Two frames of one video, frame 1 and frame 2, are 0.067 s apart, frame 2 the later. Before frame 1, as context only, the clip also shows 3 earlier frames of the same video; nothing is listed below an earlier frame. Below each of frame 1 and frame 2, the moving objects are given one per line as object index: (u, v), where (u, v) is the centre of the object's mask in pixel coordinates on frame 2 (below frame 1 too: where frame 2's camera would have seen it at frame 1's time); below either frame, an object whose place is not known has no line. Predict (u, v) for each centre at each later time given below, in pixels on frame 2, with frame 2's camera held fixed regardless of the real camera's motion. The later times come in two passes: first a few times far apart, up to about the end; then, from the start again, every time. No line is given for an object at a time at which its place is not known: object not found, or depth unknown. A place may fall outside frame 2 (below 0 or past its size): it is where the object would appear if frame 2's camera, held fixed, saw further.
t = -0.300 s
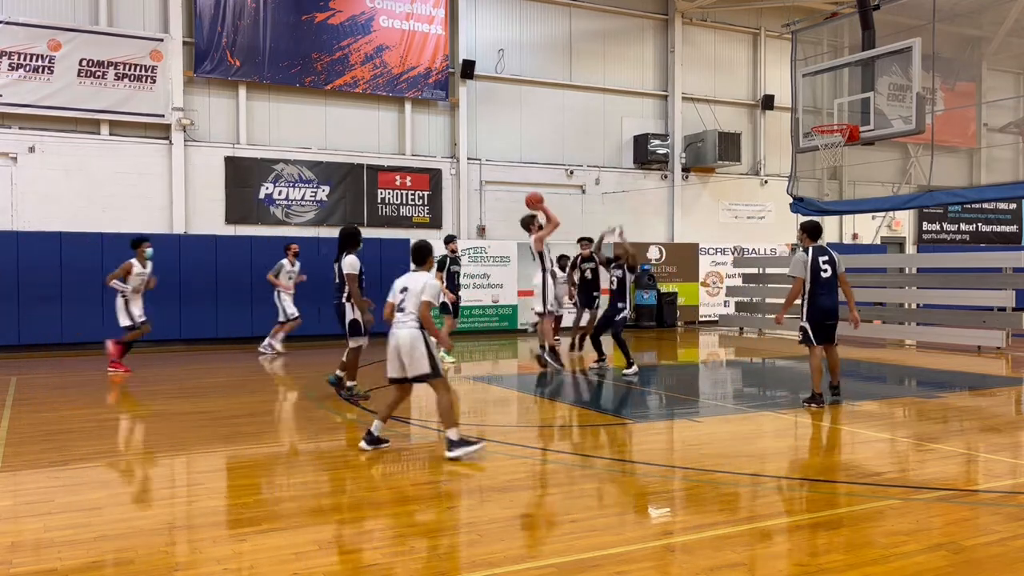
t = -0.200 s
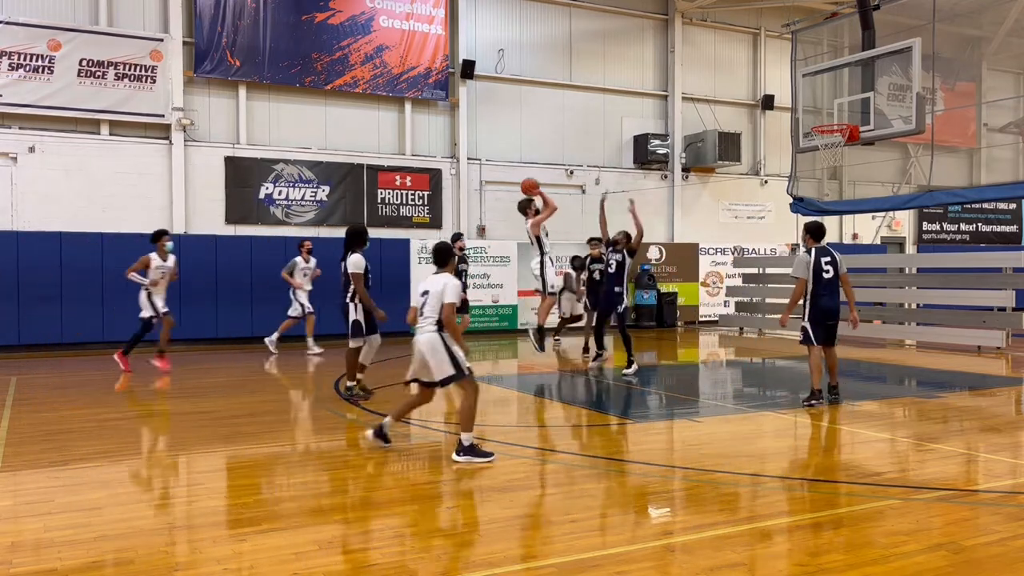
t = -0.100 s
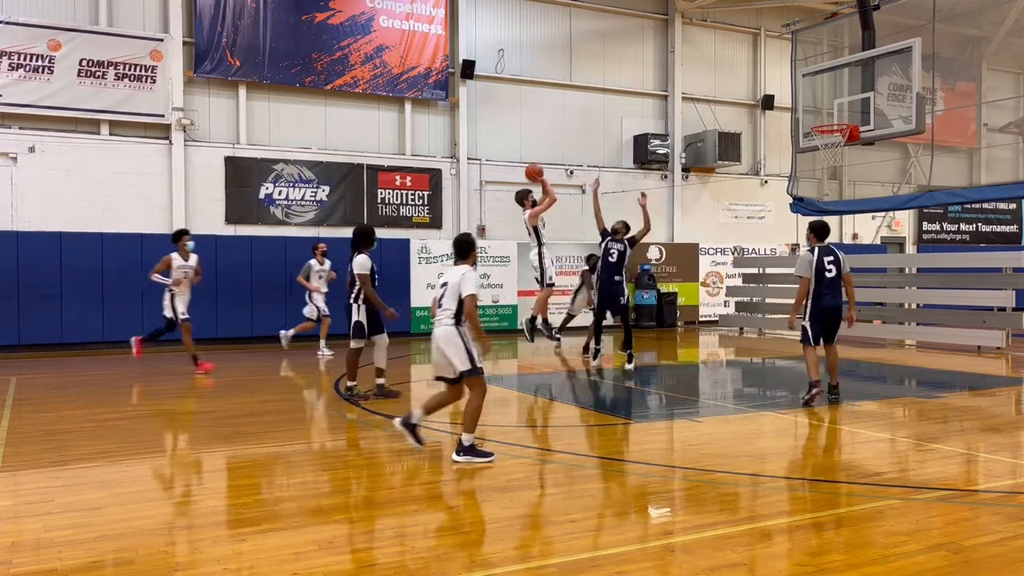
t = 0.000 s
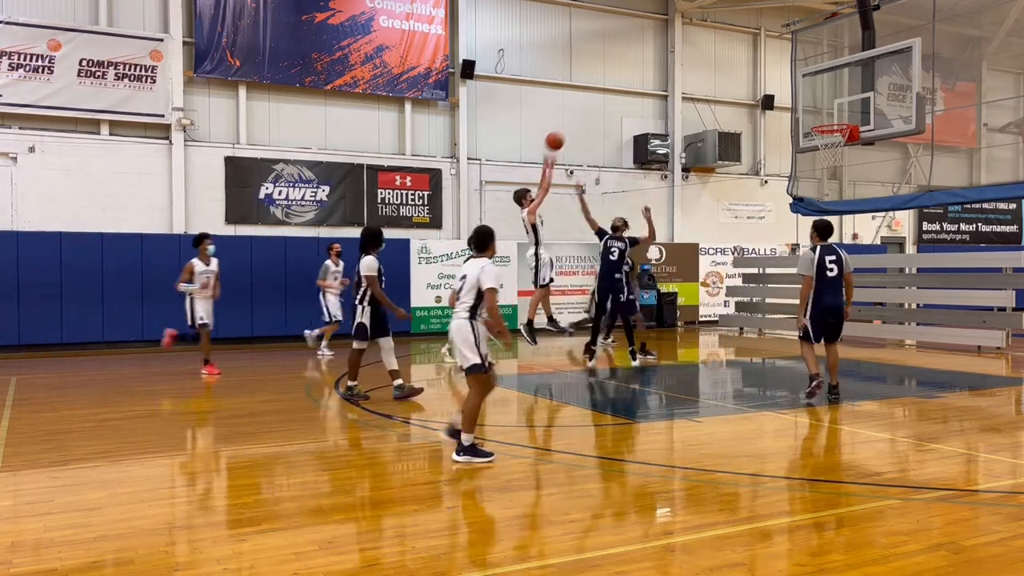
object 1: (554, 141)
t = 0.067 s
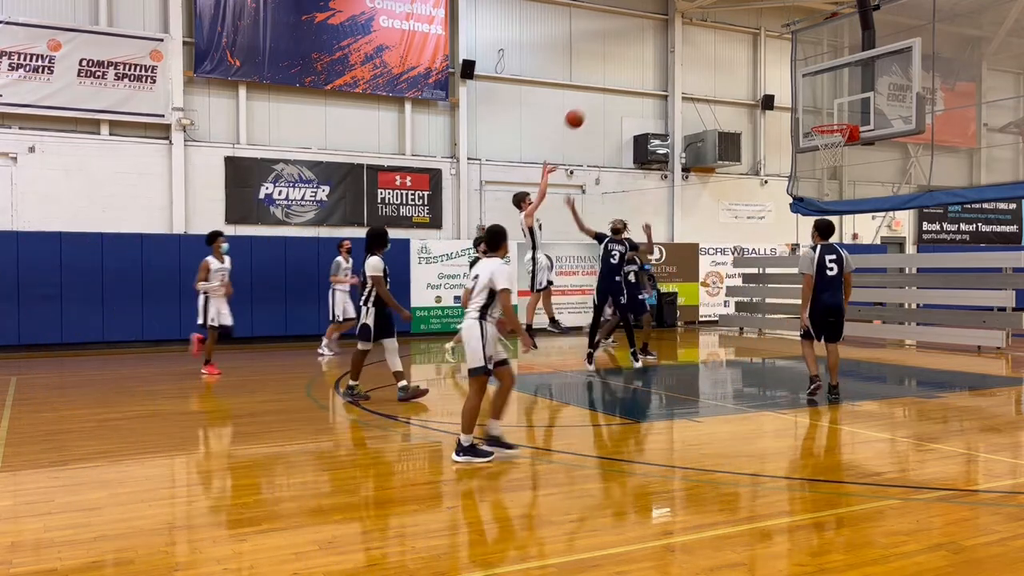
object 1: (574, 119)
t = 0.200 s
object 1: (614, 84)
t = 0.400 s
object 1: (674, 60)
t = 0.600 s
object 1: (732, 65)
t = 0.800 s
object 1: (789, 102)
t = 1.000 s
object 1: (793, 103)
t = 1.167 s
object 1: (773, 99)
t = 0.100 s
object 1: (584, 109)
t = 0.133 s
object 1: (594, 100)
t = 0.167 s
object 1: (604, 92)
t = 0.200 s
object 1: (614, 84)
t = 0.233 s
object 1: (624, 78)
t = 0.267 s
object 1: (634, 72)
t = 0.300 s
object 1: (644, 68)
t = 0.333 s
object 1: (654, 64)
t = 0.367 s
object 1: (664, 61)
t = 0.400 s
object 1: (674, 60)
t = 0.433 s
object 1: (683, 58)
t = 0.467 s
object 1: (693, 58)
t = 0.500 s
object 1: (702, 58)
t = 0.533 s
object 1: (712, 60)
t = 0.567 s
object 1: (722, 62)
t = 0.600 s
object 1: (732, 65)
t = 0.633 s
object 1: (741, 69)
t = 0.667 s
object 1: (751, 74)
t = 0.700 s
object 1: (761, 79)
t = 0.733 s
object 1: (770, 86)
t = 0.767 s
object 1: (780, 93)
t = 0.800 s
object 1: (789, 102)
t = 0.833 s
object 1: (799, 111)
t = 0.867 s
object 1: (808, 121)
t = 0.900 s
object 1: (804, 116)
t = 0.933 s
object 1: (801, 111)
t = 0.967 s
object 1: (797, 106)
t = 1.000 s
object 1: (793, 103)
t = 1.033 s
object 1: (789, 100)
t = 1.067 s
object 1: (785, 99)
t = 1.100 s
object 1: (781, 98)
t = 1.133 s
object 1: (777, 98)
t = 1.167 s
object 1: (773, 99)
